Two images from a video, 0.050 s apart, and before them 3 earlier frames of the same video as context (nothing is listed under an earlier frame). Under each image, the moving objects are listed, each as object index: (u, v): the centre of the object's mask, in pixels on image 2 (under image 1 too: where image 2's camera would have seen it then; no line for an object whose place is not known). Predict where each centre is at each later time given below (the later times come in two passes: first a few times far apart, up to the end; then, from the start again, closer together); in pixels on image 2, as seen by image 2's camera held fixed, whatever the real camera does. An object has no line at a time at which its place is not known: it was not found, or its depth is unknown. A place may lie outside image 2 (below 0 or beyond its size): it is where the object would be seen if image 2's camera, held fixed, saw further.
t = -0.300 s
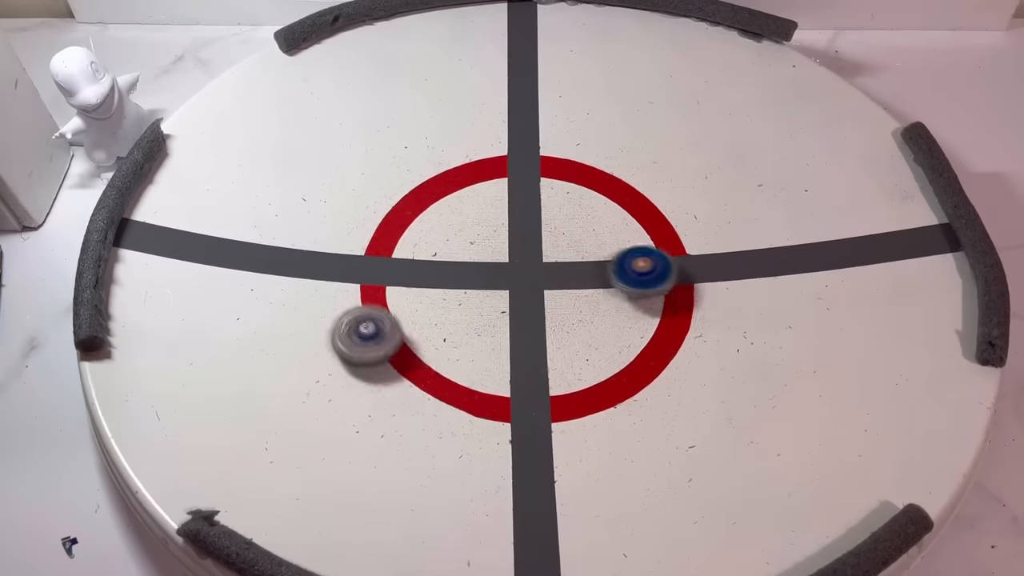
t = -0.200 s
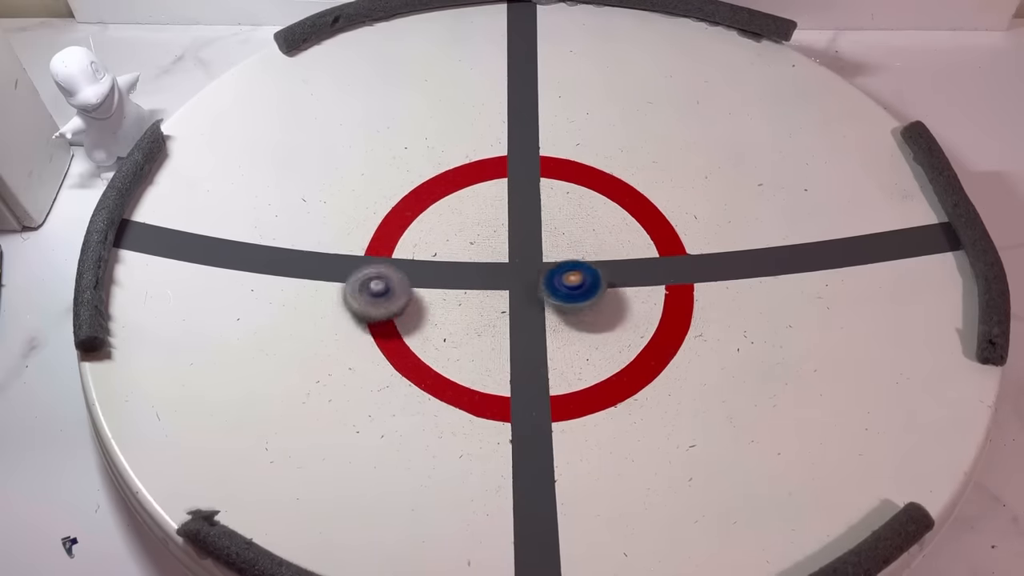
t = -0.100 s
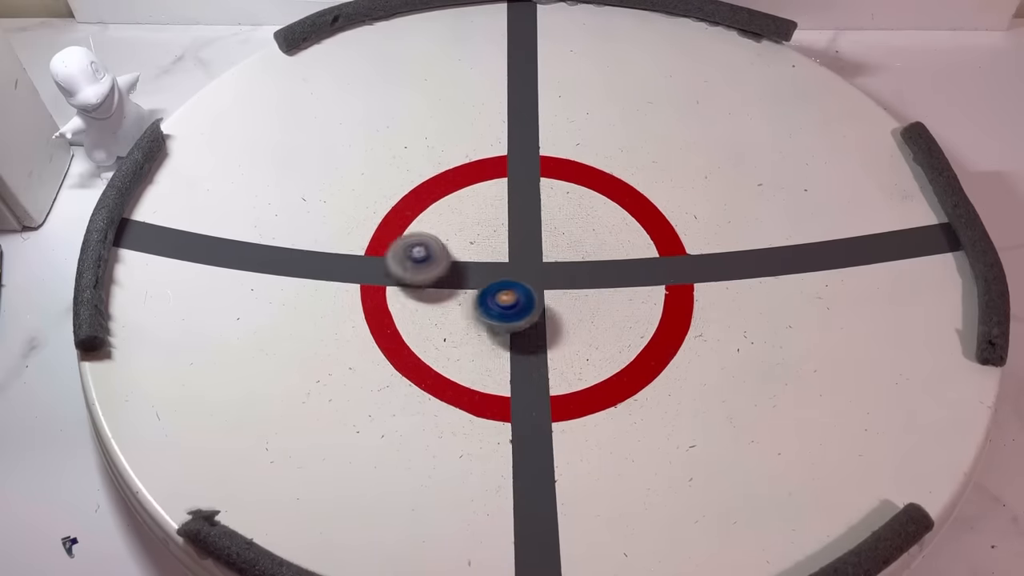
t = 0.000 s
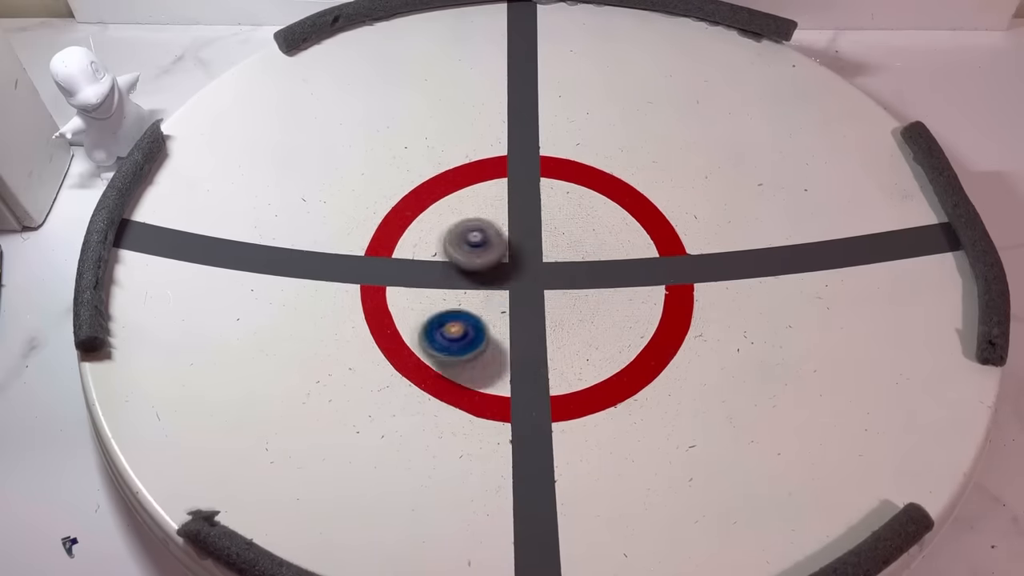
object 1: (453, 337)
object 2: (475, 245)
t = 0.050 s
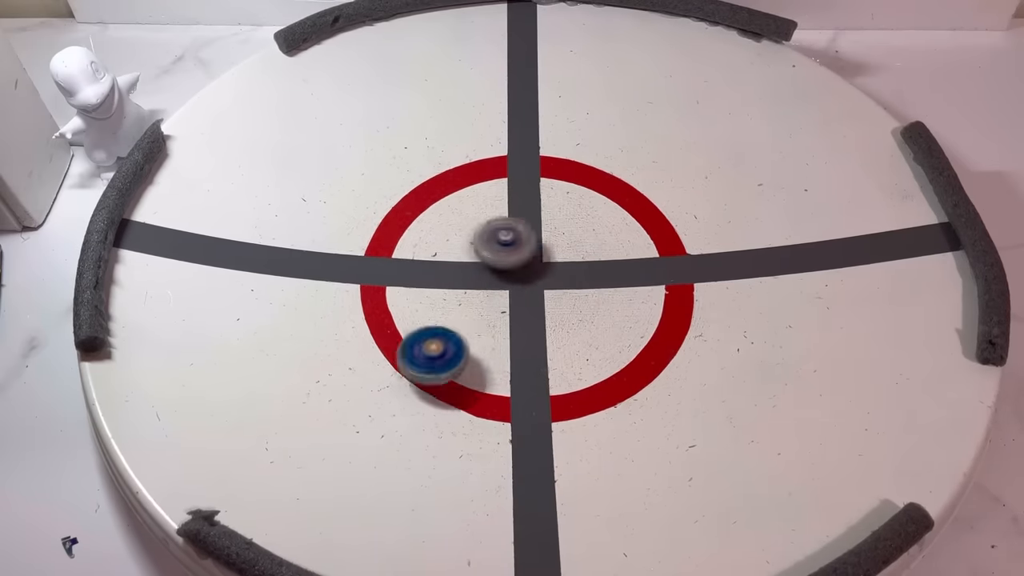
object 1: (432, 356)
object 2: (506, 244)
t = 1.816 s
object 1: (549, 218)
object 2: (737, 279)
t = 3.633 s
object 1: (654, 279)
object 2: (395, 253)
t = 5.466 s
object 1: (425, 206)
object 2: (608, 240)
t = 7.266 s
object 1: (755, 285)
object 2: (526, 252)
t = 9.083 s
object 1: (463, 221)
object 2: (538, 263)
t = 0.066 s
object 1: (427, 362)
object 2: (514, 244)
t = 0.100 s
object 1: (420, 372)
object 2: (535, 247)
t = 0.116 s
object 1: (416, 377)
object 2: (546, 250)
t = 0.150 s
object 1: (410, 386)
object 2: (565, 254)
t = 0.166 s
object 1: (407, 391)
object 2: (575, 258)
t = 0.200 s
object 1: (403, 400)
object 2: (592, 265)
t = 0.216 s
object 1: (401, 405)
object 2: (600, 268)
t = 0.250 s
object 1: (401, 413)
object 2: (615, 277)
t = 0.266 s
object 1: (401, 418)
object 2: (622, 282)
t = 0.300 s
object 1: (404, 425)
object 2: (634, 293)
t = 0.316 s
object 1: (407, 428)
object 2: (641, 298)
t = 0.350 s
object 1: (415, 432)
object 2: (652, 309)
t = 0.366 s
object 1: (421, 433)
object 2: (656, 315)
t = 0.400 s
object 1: (433, 433)
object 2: (663, 327)
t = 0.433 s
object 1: (448, 430)
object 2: (666, 341)
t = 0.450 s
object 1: (455, 427)
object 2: (667, 347)
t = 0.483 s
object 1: (469, 417)
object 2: (669, 360)
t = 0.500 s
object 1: (476, 411)
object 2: (669, 366)
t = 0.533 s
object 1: (484, 398)
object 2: (666, 378)
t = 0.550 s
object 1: (488, 391)
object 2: (663, 383)
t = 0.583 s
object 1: (492, 375)
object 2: (656, 392)
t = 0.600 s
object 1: (493, 366)
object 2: (651, 396)
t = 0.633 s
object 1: (496, 349)
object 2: (639, 401)
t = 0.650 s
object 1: (497, 340)
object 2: (632, 404)
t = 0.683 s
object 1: (496, 323)
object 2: (616, 406)
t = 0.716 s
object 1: (493, 306)
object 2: (600, 405)
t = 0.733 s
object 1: (491, 299)
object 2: (591, 403)
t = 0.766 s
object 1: (487, 281)
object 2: (574, 398)
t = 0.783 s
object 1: (483, 273)
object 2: (565, 395)
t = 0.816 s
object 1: (477, 259)
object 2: (549, 386)
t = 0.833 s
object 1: (472, 252)
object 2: (543, 382)
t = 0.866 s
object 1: (463, 238)
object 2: (530, 370)
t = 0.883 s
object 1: (457, 232)
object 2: (525, 364)
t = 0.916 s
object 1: (446, 220)
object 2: (517, 349)
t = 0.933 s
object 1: (440, 216)
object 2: (514, 341)
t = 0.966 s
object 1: (429, 206)
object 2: (510, 325)
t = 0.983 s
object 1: (422, 202)
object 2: (509, 317)
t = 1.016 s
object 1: (410, 195)
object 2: (509, 300)
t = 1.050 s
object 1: (400, 189)
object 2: (512, 285)
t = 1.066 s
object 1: (394, 187)
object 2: (514, 277)
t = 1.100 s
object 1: (383, 184)
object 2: (521, 263)
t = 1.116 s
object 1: (379, 182)
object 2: (525, 256)
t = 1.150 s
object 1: (368, 180)
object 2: (535, 243)
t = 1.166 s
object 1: (363, 179)
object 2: (541, 237)
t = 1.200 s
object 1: (354, 181)
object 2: (553, 226)
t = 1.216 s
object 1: (350, 182)
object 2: (559, 221)
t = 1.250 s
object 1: (343, 185)
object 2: (573, 212)
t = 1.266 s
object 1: (340, 189)
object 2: (580, 208)
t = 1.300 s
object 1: (337, 195)
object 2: (596, 202)
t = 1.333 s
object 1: (337, 204)
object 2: (611, 197)
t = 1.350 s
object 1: (338, 208)
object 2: (619, 195)
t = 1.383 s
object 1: (344, 217)
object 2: (633, 192)
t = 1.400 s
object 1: (348, 222)
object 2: (641, 191)
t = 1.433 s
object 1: (359, 230)
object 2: (657, 191)
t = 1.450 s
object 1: (366, 233)
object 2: (665, 191)
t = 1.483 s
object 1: (380, 240)
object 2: (682, 192)
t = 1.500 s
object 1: (388, 242)
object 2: (690, 194)
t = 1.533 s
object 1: (402, 242)
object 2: (704, 196)
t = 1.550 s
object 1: (409, 243)
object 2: (711, 198)
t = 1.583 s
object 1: (425, 244)
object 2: (723, 205)
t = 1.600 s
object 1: (433, 245)
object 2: (728, 209)
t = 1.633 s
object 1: (451, 245)
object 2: (737, 219)
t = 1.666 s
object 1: (470, 244)
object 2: (745, 228)
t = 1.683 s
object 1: (479, 242)
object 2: (748, 233)
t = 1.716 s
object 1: (499, 239)
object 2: (750, 244)
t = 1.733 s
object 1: (508, 236)
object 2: (750, 249)
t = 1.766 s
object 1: (525, 230)
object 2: (747, 261)
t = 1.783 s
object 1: (534, 227)
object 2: (745, 267)
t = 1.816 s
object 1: (549, 218)
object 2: (737, 279)
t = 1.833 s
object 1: (557, 213)
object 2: (731, 285)
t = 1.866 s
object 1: (571, 205)
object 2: (717, 294)
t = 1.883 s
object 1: (577, 201)
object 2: (709, 298)
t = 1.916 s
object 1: (589, 193)
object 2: (692, 305)
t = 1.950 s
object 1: (598, 185)
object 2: (675, 309)
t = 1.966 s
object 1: (603, 180)
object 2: (665, 310)
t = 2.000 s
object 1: (611, 173)
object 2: (645, 309)
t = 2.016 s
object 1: (615, 169)
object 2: (636, 309)
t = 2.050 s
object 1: (620, 160)
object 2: (616, 308)
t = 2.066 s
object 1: (622, 156)
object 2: (607, 307)
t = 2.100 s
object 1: (626, 150)
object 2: (588, 302)
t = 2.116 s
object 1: (628, 146)
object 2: (579, 300)
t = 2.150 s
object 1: (631, 140)
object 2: (560, 294)
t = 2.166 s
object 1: (632, 136)
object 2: (552, 291)
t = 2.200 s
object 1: (633, 130)
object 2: (535, 282)
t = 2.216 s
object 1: (633, 127)
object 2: (528, 277)
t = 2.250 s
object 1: (630, 123)
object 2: (515, 267)
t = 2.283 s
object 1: (625, 120)
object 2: (505, 255)
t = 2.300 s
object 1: (622, 120)
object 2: (500, 250)
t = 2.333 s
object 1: (615, 120)
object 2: (494, 238)
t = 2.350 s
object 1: (611, 122)
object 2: (490, 232)
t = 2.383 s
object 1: (604, 127)
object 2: (486, 221)
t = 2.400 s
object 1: (601, 130)
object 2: (484, 214)
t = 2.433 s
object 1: (595, 138)
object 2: (483, 202)
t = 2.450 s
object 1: (593, 142)
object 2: (483, 196)
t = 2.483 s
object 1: (590, 151)
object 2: (485, 184)
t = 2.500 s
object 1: (589, 156)
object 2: (487, 178)
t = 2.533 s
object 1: (587, 166)
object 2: (493, 168)
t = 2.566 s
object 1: (588, 176)
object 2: (501, 158)
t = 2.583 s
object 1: (589, 182)
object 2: (505, 153)
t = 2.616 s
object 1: (590, 193)
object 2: (515, 146)
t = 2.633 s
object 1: (591, 198)
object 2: (521, 144)
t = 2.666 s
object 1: (594, 210)
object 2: (533, 140)
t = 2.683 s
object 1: (596, 215)
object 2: (539, 139)
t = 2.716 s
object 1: (601, 227)
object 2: (552, 138)
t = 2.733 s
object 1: (604, 233)
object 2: (559, 138)
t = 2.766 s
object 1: (611, 244)
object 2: (571, 140)
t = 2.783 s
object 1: (615, 250)
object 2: (578, 142)
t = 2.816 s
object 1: (624, 259)
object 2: (590, 147)
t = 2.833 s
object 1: (629, 264)
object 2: (595, 151)
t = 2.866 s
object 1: (640, 272)
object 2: (606, 159)
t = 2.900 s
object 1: (651, 278)
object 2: (613, 169)
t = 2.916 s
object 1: (655, 281)
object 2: (615, 175)
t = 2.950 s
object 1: (664, 288)
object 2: (619, 189)
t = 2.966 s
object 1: (669, 291)
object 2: (620, 196)
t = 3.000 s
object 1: (679, 295)
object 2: (620, 209)
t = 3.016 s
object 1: (684, 298)
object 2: (619, 215)
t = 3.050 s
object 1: (692, 303)
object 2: (614, 229)
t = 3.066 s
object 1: (696, 304)
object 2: (611, 235)
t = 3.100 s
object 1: (704, 310)
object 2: (603, 248)
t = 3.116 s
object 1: (709, 312)
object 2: (599, 254)
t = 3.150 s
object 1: (718, 315)
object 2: (588, 263)
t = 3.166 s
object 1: (722, 316)
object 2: (582, 267)
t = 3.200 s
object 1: (730, 317)
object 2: (568, 276)
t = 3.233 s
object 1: (738, 317)
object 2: (554, 283)
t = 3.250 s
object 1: (740, 316)
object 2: (547, 287)
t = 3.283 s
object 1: (743, 314)
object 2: (532, 293)
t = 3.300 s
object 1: (745, 312)
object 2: (523, 295)
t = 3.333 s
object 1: (745, 309)
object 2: (507, 298)
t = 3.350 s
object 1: (745, 306)
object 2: (498, 298)
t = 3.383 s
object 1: (740, 301)
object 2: (481, 299)
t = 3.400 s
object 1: (737, 298)
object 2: (473, 298)
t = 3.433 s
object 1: (728, 293)
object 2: (458, 296)
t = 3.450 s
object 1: (723, 291)
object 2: (450, 294)
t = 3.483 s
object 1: (713, 287)
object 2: (436, 290)
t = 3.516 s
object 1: (701, 283)
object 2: (423, 284)
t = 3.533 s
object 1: (694, 282)
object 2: (417, 280)
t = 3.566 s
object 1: (680, 280)
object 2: (407, 271)
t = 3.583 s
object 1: (674, 279)
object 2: (403, 267)
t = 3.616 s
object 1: (660, 279)
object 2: (397, 258)
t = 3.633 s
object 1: (654, 279)
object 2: (395, 253)
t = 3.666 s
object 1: (638, 279)
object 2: (392, 242)
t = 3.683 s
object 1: (629, 280)
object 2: (391, 238)
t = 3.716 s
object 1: (614, 281)
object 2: (393, 228)
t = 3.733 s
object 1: (606, 283)
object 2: (395, 224)
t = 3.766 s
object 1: (590, 285)
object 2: (401, 215)
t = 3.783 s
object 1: (582, 286)
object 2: (405, 211)
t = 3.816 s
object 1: (567, 289)
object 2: (415, 204)
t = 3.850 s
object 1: (552, 293)
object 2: (426, 200)
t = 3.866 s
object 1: (544, 295)
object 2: (432, 197)
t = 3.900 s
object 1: (531, 298)
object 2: (445, 194)
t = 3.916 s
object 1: (526, 300)
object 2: (452, 193)
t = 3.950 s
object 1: (514, 306)
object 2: (466, 194)
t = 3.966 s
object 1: (508, 310)
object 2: (474, 194)
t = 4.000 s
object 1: (498, 314)
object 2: (490, 198)
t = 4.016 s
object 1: (493, 317)
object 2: (498, 201)
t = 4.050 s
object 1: (483, 322)
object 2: (511, 207)
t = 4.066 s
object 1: (478, 326)
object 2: (518, 211)
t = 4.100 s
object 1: (469, 331)
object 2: (532, 220)
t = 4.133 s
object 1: (462, 337)
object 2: (543, 231)
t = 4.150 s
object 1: (459, 339)
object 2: (548, 237)
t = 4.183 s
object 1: (454, 345)
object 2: (558, 249)
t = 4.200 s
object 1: (453, 347)
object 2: (562, 254)
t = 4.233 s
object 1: (451, 353)
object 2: (568, 265)
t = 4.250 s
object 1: (451, 355)
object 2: (570, 271)
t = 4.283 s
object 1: (452, 359)
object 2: (572, 284)
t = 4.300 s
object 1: (453, 360)
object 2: (574, 290)
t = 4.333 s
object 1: (456, 362)
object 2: (573, 303)
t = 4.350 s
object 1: (458, 362)
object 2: (572, 309)
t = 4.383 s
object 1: (462, 360)
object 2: (569, 321)
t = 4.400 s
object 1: (464, 359)
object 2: (566, 326)
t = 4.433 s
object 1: (469, 355)
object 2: (559, 336)
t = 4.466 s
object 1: (475, 351)
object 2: (549, 345)
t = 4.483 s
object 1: (465, 348)
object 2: (556, 346)
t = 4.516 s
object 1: (433, 349)
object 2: (582, 345)
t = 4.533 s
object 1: (420, 349)
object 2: (595, 344)
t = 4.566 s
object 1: (401, 348)
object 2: (615, 341)
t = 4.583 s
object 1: (393, 348)
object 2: (624, 340)
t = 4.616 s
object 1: (378, 349)
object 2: (639, 338)
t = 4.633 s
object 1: (371, 350)
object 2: (646, 338)
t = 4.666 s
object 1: (357, 352)
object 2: (656, 338)
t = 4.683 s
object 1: (350, 353)
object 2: (661, 340)
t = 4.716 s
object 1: (339, 354)
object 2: (668, 344)
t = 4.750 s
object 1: (329, 356)
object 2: (671, 349)
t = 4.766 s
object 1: (325, 356)
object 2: (674, 353)
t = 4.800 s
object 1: (319, 357)
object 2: (675, 358)
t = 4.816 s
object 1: (317, 357)
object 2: (675, 360)
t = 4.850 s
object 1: (314, 357)
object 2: (673, 364)
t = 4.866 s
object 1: (313, 357)
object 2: (671, 366)
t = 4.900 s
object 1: (314, 357)
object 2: (666, 368)
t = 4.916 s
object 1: (315, 356)
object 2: (662, 368)
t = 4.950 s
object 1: (318, 353)
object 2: (655, 368)
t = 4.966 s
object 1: (321, 352)
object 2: (651, 367)
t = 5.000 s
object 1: (328, 347)
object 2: (643, 364)
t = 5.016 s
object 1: (332, 344)
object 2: (638, 362)
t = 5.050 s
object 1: (341, 336)
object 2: (629, 357)
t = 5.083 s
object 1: (351, 328)
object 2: (622, 350)
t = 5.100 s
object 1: (354, 326)
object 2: (618, 346)
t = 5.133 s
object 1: (364, 316)
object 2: (611, 336)
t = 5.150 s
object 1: (368, 312)
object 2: (609, 332)
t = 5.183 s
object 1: (377, 302)
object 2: (603, 321)
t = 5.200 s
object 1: (380, 297)
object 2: (601, 317)
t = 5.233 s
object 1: (387, 284)
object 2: (596, 307)
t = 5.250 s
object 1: (390, 278)
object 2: (595, 301)
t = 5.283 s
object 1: (397, 268)
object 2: (593, 291)
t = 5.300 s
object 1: (401, 262)
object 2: (593, 285)
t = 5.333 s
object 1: (408, 252)
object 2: (593, 275)
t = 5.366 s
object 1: (412, 240)
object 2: (595, 265)
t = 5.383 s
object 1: (414, 234)
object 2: (596, 261)
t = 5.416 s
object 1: (418, 224)
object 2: (600, 253)
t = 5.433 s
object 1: (421, 217)
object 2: (602, 248)
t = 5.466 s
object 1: (425, 206)
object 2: (608, 240)
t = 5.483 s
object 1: (427, 202)
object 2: (610, 235)
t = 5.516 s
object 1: (433, 192)
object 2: (616, 226)
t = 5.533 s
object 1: (435, 188)
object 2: (619, 222)
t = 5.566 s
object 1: (441, 179)
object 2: (625, 215)
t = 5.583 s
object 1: (444, 174)
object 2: (629, 212)
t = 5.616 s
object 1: (448, 165)
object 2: (637, 205)
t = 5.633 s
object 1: (451, 162)
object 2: (640, 202)
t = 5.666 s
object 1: (455, 153)
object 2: (648, 199)
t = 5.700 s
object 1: (459, 145)
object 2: (656, 196)
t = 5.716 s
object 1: (460, 141)
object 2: (659, 196)
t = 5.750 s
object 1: (464, 135)
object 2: (666, 196)
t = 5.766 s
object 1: (466, 132)
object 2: (669, 195)
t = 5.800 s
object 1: (469, 127)
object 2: (675, 196)
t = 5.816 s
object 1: (470, 125)
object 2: (678, 197)
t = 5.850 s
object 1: (475, 121)
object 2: (685, 199)
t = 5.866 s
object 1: (477, 119)
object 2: (687, 201)
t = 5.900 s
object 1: (481, 117)
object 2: (690, 205)
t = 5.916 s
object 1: (483, 116)
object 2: (690, 207)
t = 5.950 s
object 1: (487, 116)
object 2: (690, 213)
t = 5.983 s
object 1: (492, 118)
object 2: (687, 219)
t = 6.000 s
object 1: (495, 120)
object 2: (686, 222)
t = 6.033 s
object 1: (502, 122)
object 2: (679, 228)
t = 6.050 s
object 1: (506, 124)
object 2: (676, 231)
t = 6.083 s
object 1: (512, 127)
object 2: (667, 236)
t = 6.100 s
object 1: (516, 129)
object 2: (662, 238)
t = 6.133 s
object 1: (524, 133)
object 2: (653, 241)
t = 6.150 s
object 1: (528, 135)
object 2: (646, 242)
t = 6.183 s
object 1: (537, 140)
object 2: (634, 244)
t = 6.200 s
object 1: (541, 141)
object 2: (628, 245)
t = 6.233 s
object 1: (547, 146)
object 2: (615, 247)
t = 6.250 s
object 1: (551, 149)
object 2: (608, 247)
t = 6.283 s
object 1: (559, 156)
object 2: (594, 244)
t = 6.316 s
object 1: (569, 162)
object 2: (579, 242)
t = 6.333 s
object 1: (574, 165)
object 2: (572, 241)
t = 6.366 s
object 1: (584, 171)
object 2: (560, 238)
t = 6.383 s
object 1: (590, 174)
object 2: (554, 236)
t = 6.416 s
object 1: (603, 180)
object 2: (543, 232)
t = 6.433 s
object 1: (611, 183)
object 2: (538, 229)
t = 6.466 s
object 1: (623, 188)
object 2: (530, 223)
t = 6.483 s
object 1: (629, 191)
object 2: (526, 220)
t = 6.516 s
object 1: (640, 195)
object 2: (519, 214)
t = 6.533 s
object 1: (646, 197)
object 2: (516, 210)
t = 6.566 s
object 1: (656, 202)
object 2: (511, 203)
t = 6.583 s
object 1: (662, 205)
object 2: (509, 199)
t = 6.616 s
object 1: (672, 208)
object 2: (508, 192)
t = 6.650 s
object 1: (683, 213)
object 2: (507, 187)
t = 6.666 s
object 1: (689, 215)
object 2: (508, 185)
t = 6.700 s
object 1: (698, 220)
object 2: (508, 180)
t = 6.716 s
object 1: (703, 223)
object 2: (509, 178)
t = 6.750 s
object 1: (712, 227)
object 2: (511, 174)
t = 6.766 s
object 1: (717, 229)
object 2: (512, 172)
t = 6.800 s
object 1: (726, 234)
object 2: (515, 171)
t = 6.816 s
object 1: (729, 236)
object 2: (518, 170)
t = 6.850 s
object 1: (736, 241)
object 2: (523, 169)
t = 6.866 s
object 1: (739, 244)
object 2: (526, 170)
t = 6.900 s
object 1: (746, 249)
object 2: (530, 171)
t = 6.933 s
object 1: (752, 253)
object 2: (535, 175)
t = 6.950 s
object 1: (755, 255)
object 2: (537, 177)
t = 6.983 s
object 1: (760, 260)
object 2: (539, 183)
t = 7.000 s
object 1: (763, 261)
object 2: (540, 187)
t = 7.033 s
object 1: (769, 265)
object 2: (541, 194)
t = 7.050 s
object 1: (771, 267)
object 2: (543, 198)
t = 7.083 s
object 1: (772, 269)
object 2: (545, 206)
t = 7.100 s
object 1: (773, 271)
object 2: (545, 209)
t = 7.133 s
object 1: (773, 274)
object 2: (545, 218)
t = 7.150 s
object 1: (772, 276)
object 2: (544, 222)
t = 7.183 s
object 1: (769, 278)
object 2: (541, 232)
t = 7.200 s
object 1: (767, 279)
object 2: (539, 236)
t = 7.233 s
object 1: (762, 282)
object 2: (533, 245)
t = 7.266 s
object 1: (755, 285)
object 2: (526, 252)
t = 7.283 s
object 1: (751, 285)
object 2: (522, 255)
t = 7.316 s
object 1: (742, 288)
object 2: (514, 261)
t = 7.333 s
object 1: (736, 290)
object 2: (511, 264)
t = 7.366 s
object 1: (725, 293)
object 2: (501, 271)
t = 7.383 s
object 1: (720, 295)
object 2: (496, 272)
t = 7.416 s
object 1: (709, 300)
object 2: (485, 277)
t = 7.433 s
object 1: (703, 301)
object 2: (480, 278)
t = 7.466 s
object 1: (692, 305)
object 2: (470, 281)
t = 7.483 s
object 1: (687, 307)
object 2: (465, 281)
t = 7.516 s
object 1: (675, 311)
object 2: (456, 282)
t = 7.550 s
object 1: (664, 314)
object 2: (446, 281)
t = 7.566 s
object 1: (659, 316)
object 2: (442, 280)
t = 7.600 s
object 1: (647, 321)
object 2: (433, 278)
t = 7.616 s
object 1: (641, 323)
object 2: (430, 276)
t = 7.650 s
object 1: (628, 325)
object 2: (424, 273)
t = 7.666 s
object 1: (622, 326)
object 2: (421, 270)
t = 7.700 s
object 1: (609, 328)
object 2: (417, 265)
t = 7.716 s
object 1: (603, 329)
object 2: (416, 262)
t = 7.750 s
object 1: (591, 330)
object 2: (416, 257)
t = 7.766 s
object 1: (585, 331)
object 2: (418, 254)
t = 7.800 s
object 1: (573, 332)
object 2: (422, 249)
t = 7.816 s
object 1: (566, 333)
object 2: (425, 246)
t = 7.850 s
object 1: (554, 333)
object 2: (433, 242)
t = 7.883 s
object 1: (542, 335)
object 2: (442, 239)
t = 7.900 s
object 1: (537, 335)
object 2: (448, 238)
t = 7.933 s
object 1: (524, 335)
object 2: (459, 236)
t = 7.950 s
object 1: (519, 334)
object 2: (463, 236)
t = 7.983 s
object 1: (507, 335)
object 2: (474, 237)
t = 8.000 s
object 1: (501, 334)
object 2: (479, 237)
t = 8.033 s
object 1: (490, 334)
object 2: (490, 240)
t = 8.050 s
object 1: (485, 334)
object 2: (496, 241)
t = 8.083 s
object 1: (474, 333)
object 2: (507, 245)
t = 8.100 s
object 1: (468, 332)
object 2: (511, 248)
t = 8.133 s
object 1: (457, 330)
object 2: (521, 253)
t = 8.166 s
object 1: (447, 329)
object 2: (530, 260)
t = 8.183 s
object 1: (443, 328)
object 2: (534, 263)
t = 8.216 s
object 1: (434, 326)
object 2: (542, 270)
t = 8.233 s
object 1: (430, 325)
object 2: (545, 274)
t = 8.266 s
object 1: (423, 323)
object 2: (551, 282)
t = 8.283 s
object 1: (419, 322)
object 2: (553, 287)
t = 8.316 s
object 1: (413, 320)
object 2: (556, 295)
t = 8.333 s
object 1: (410, 319)
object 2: (557, 299)
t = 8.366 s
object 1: (405, 317)
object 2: (560, 308)
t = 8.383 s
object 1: (402, 315)
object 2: (561, 312)
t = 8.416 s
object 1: (397, 311)
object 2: (560, 320)
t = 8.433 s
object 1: (396, 309)
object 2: (559, 323)
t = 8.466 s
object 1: (392, 305)
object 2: (555, 330)
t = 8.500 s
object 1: (387, 301)
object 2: (551, 336)
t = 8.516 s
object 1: (386, 299)
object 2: (548, 338)
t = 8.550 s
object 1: (386, 296)
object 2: (541, 342)
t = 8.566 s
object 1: (385, 293)
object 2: (538, 344)
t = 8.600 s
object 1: (385, 287)
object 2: (530, 346)
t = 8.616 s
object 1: (385, 284)
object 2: (527, 346)
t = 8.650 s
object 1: (387, 281)
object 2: (520, 345)
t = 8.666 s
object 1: (388, 280)
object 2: (516, 343)
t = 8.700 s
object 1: (392, 278)
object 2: (511, 338)
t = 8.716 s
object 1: (395, 276)
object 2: (509, 336)
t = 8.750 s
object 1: (400, 271)
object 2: (504, 330)
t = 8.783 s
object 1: (405, 267)
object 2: (501, 324)
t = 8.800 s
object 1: (409, 265)
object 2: (500, 320)
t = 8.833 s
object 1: (415, 260)
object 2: (499, 313)
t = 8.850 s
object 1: (418, 257)
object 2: (500, 310)
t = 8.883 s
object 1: (423, 251)
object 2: (501, 303)
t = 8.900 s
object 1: (427, 248)
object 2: (501, 299)
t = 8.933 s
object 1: (432, 243)
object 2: (505, 291)
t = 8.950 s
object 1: (434, 241)
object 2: (508, 287)
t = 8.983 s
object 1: (441, 235)
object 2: (513, 280)
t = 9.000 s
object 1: (444, 233)
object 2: (516, 277)
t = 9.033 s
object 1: (452, 229)
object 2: (524, 271)
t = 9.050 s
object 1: (456, 226)
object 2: (528, 268)
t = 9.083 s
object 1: (463, 221)
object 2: (538, 263)
